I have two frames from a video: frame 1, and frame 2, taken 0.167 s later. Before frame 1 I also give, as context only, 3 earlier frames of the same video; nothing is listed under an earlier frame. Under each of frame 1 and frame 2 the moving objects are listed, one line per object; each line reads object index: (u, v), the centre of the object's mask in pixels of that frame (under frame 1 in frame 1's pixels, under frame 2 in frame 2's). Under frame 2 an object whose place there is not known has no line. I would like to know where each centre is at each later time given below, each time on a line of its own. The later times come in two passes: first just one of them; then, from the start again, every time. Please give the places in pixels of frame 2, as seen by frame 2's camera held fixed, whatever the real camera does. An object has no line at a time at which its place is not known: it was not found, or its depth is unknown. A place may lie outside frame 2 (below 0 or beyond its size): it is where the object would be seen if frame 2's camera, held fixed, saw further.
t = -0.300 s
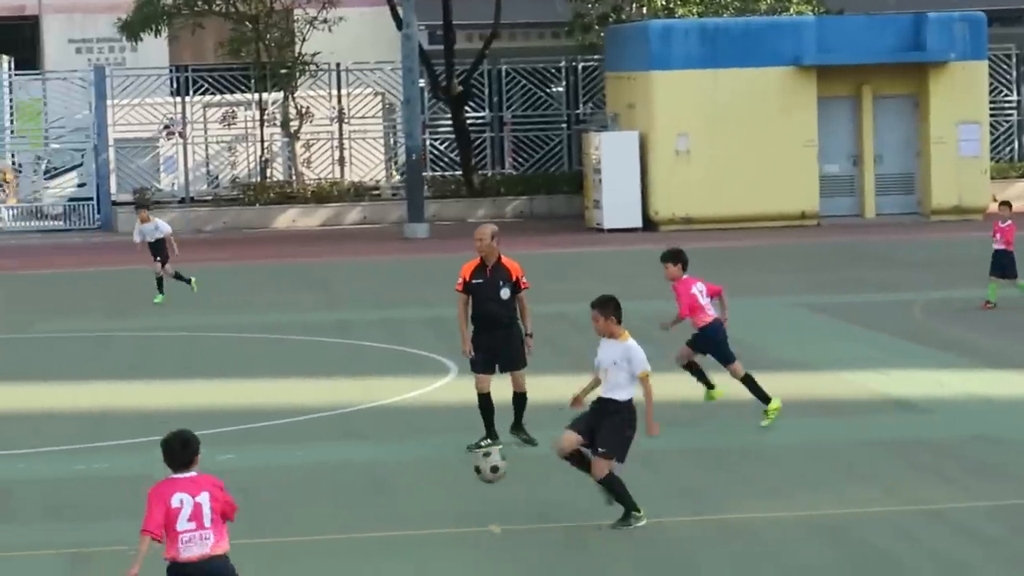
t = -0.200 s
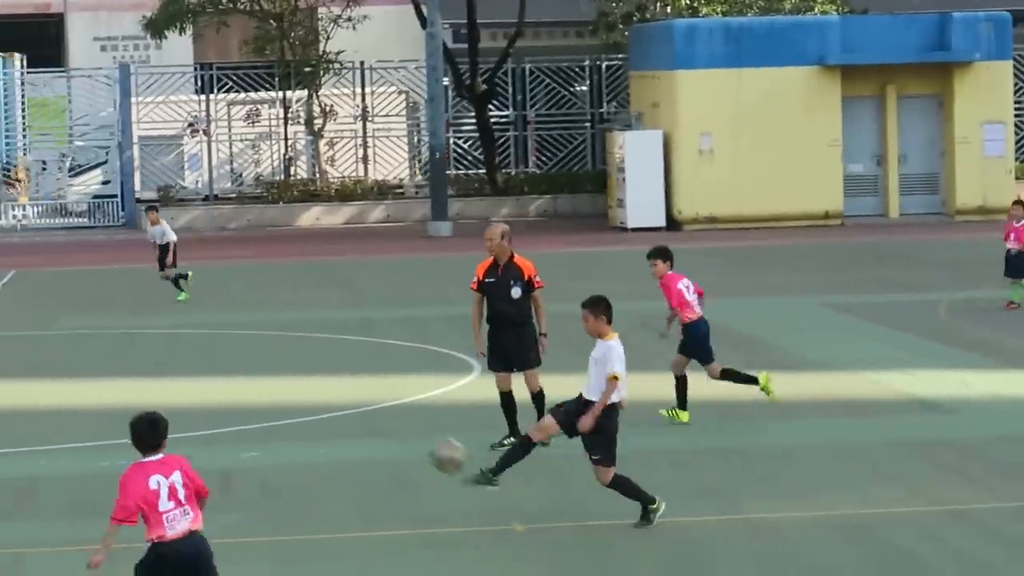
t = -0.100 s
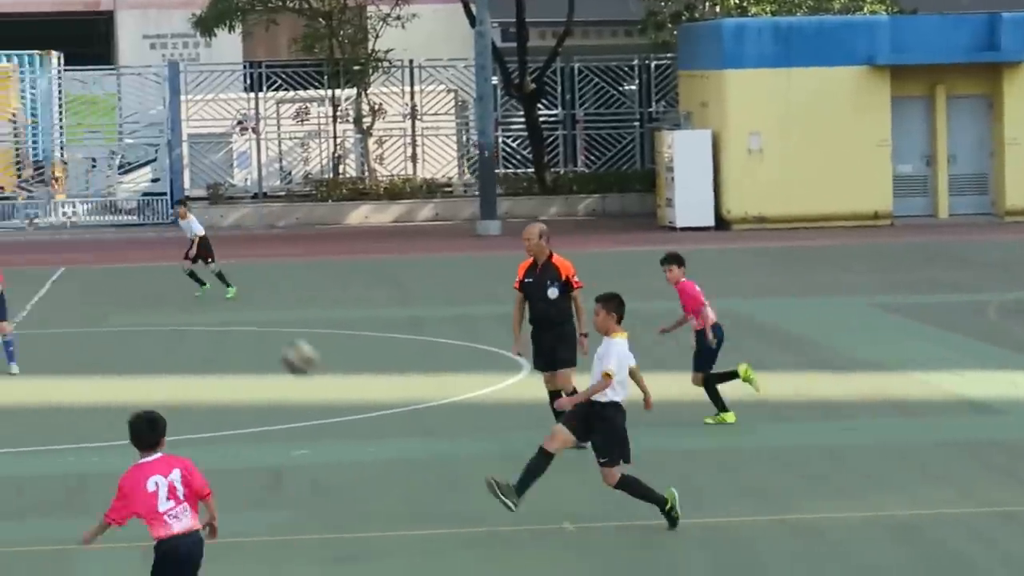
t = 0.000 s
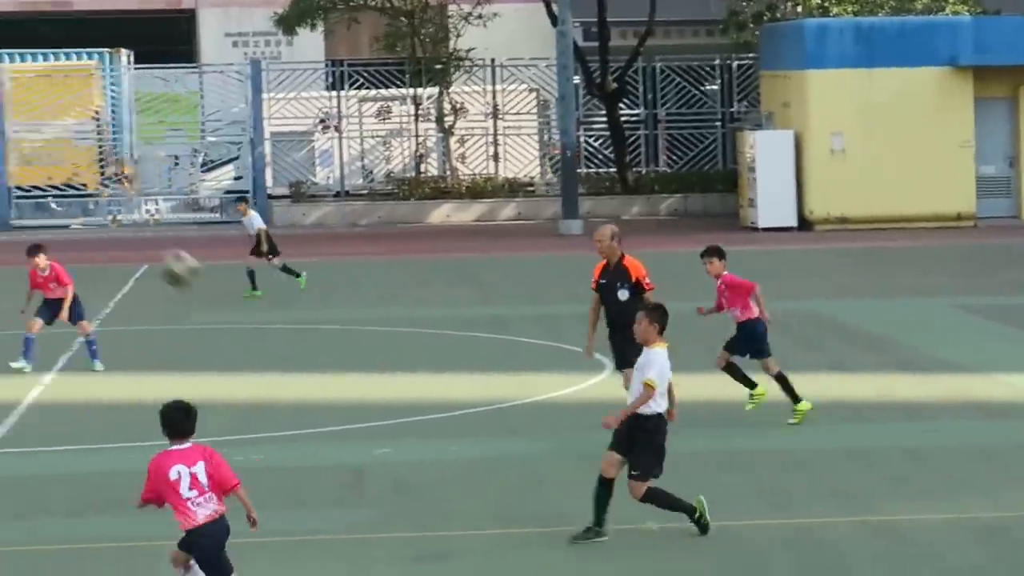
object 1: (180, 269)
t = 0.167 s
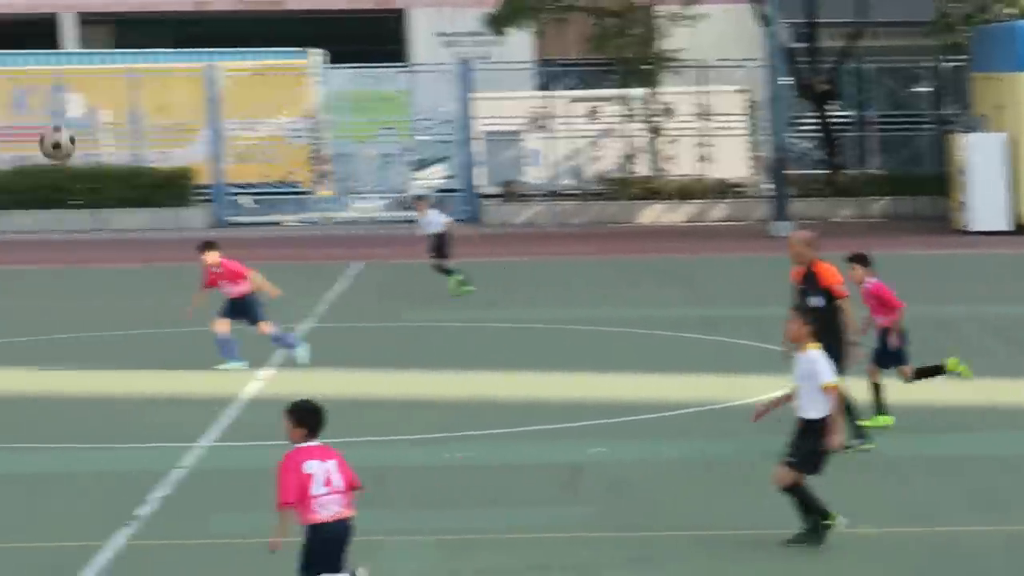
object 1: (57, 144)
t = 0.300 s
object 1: (-225, 62)
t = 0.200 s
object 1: (-12, 123)
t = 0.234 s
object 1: (-82, 102)
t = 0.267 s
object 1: (-153, 83)
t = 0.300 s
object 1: (-225, 62)
